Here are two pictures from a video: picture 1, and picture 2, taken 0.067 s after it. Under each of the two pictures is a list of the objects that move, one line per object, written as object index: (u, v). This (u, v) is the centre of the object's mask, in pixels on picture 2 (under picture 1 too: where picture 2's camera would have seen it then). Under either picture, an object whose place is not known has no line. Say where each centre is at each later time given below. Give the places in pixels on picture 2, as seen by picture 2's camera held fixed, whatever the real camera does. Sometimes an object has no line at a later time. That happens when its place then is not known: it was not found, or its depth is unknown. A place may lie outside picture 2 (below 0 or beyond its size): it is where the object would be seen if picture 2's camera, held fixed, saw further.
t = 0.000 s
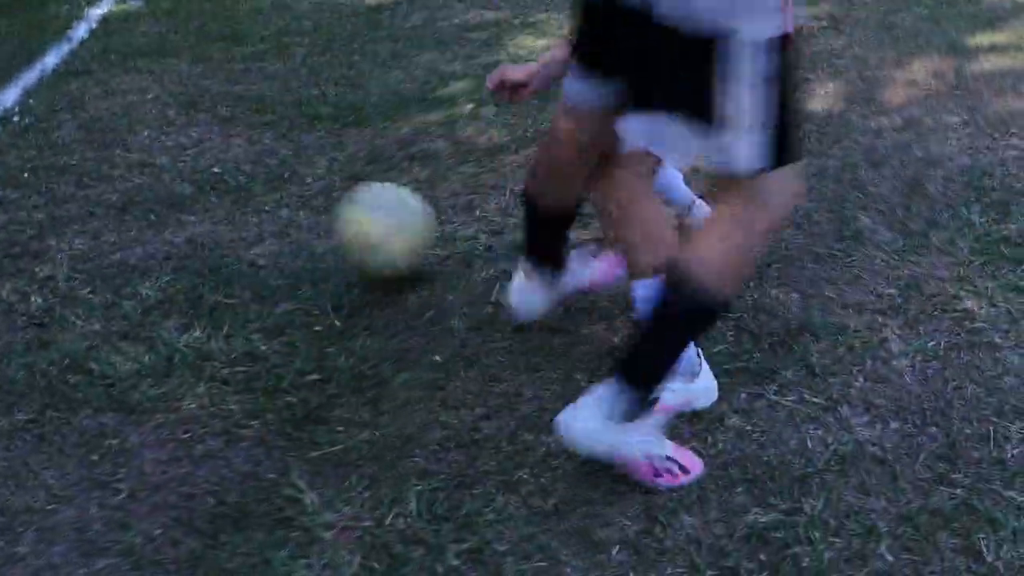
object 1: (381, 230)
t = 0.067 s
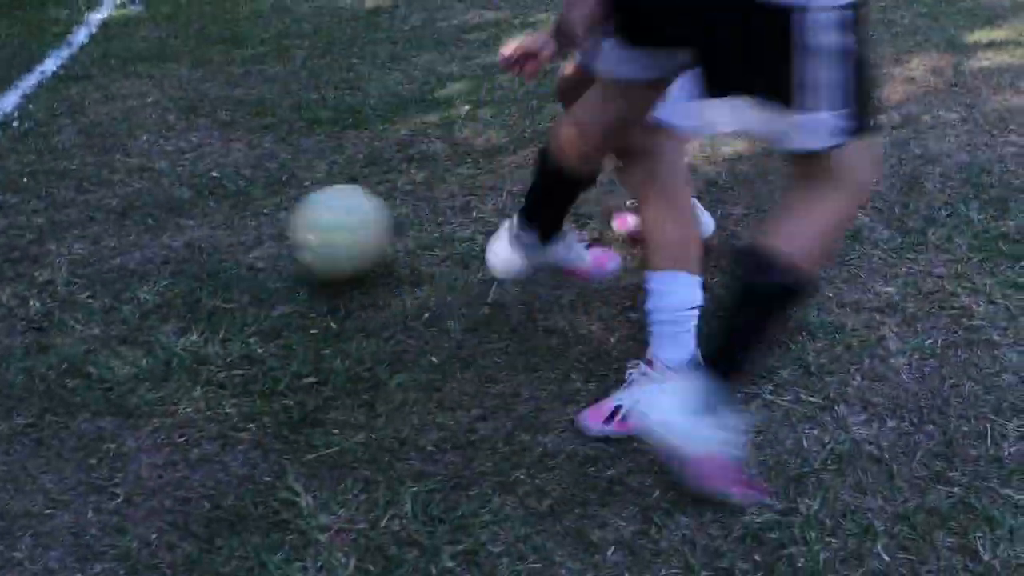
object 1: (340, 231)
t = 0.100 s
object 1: (322, 238)
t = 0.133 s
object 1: (302, 239)
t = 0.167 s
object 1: (283, 234)
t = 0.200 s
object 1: (267, 233)
